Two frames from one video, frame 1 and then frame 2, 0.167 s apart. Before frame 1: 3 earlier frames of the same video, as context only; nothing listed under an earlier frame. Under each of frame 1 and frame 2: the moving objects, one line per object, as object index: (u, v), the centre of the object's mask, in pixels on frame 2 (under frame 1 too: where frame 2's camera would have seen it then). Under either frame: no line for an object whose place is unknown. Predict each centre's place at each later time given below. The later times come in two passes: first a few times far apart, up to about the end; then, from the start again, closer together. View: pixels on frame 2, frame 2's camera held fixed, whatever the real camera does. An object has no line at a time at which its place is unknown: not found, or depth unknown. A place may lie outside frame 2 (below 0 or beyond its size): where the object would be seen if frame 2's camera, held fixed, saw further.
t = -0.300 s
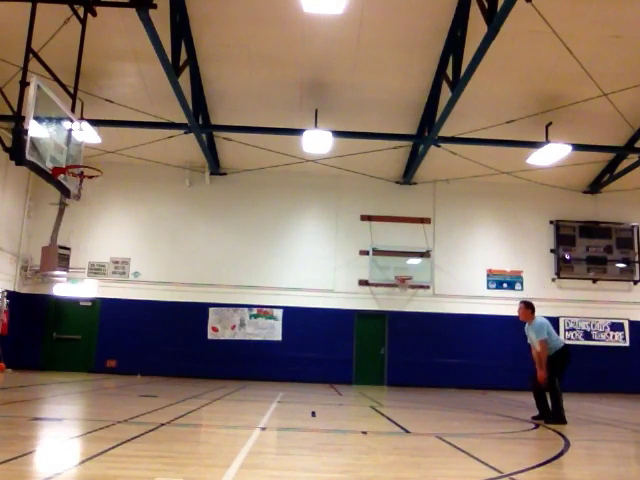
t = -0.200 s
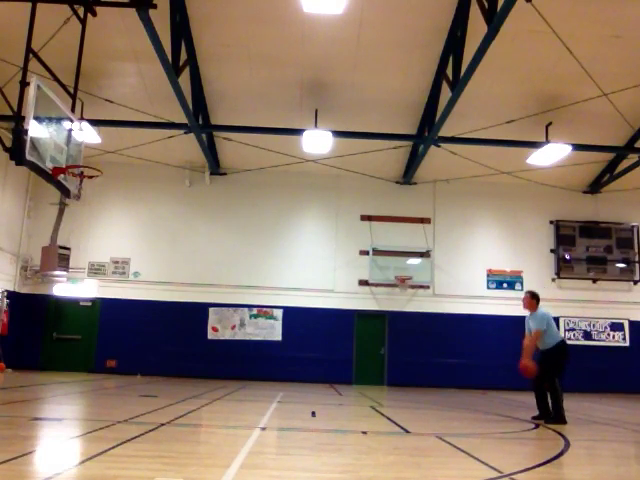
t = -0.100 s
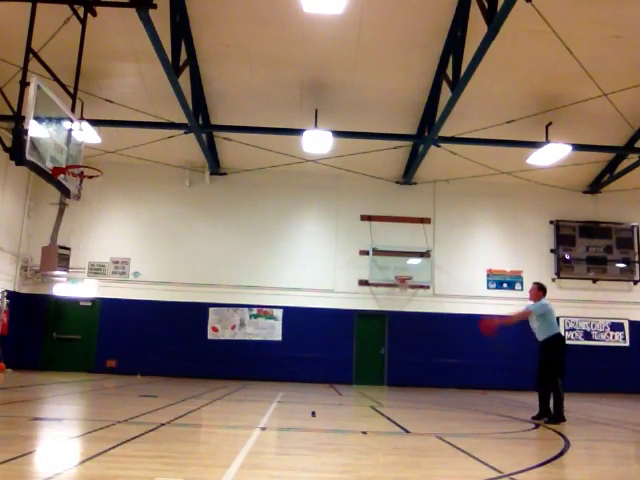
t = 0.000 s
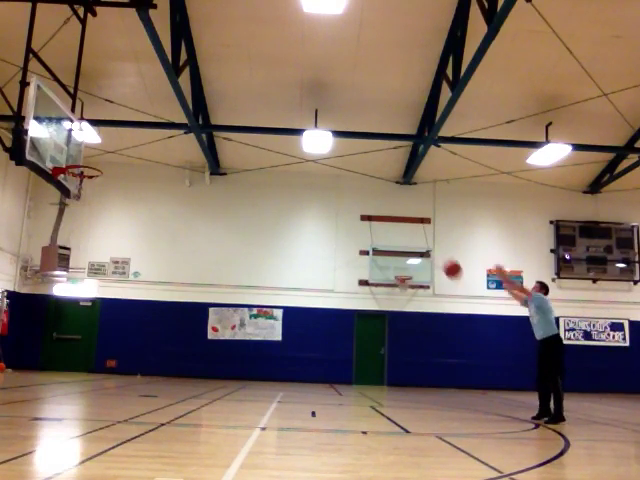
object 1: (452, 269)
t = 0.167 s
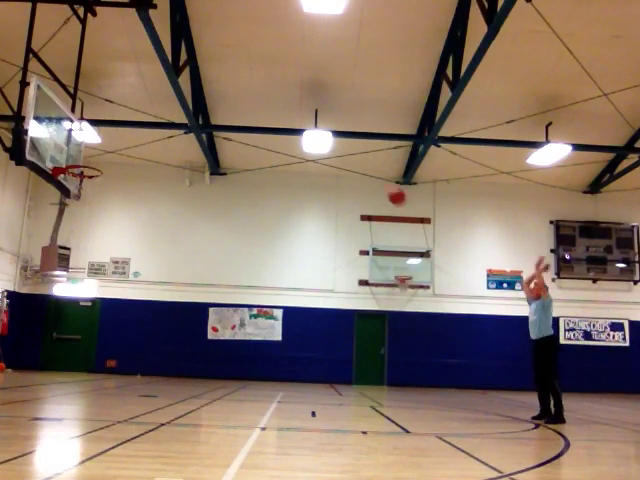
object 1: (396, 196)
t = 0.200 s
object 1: (385, 184)
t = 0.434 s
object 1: (312, 123)
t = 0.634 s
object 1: (253, 108)
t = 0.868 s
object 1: (183, 120)
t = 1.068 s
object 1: (119, 158)
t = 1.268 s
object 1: (135, 154)
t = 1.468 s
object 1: (170, 156)
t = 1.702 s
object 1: (206, 190)
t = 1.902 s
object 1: (231, 243)
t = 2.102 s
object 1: (255, 319)
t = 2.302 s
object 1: (276, 385)
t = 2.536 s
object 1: (295, 320)
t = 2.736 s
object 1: (309, 295)
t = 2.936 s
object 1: (320, 296)
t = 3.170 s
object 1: (332, 327)
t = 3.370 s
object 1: (341, 377)
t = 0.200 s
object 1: (385, 184)
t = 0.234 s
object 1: (375, 173)
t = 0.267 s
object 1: (364, 164)
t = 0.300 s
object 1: (354, 154)
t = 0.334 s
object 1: (343, 146)
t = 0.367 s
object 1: (335, 139)
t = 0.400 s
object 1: (324, 129)
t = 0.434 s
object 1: (312, 123)
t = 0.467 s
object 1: (303, 121)
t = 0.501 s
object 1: (293, 117)
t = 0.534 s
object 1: (283, 113)
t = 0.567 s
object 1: (273, 111)
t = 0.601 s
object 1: (263, 109)
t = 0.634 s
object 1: (253, 108)
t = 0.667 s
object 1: (243, 108)
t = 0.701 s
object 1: (233, 108)
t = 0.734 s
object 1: (223, 109)
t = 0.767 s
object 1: (213, 111)
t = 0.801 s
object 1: (202, 113)
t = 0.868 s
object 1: (183, 120)
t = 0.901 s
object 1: (171, 124)
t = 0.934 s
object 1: (161, 130)
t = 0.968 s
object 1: (150, 135)
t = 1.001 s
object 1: (140, 142)
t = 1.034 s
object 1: (129, 149)
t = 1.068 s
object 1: (119, 158)
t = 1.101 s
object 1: (109, 166)
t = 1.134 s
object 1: (109, 167)
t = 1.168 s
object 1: (116, 162)
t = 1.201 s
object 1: (122, 159)
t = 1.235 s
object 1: (129, 156)
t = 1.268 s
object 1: (135, 154)
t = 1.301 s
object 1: (141, 152)
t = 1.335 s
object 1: (147, 152)
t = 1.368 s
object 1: (153, 151)
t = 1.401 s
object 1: (159, 152)
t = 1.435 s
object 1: (164, 154)
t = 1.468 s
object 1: (170, 156)
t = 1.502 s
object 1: (175, 159)
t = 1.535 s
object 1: (180, 162)
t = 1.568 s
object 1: (185, 166)
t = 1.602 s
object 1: (191, 171)
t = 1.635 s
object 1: (196, 177)
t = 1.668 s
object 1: (200, 183)
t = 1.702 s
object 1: (206, 190)
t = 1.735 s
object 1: (210, 197)
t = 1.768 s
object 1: (214, 205)
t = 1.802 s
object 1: (219, 213)
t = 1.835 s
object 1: (223, 223)
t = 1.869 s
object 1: (227, 233)
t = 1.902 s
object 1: (231, 243)
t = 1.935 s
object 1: (236, 254)
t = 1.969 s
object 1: (240, 265)
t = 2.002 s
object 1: (244, 278)
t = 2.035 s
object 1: (247, 291)
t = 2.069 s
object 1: (252, 304)
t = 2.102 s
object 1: (255, 319)
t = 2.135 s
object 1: (259, 333)
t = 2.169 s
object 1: (263, 348)
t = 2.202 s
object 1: (266, 365)
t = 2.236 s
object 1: (269, 381)
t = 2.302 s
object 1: (276, 385)
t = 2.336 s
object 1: (279, 373)
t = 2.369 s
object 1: (281, 362)
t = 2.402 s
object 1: (284, 352)
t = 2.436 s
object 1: (287, 343)
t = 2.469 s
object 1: (289, 335)
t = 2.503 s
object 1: (292, 327)
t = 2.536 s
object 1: (295, 320)
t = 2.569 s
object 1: (297, 315)
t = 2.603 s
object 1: (299, 310)
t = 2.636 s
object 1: (302, 305)
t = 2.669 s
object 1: (304, 301)
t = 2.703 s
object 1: (306, 297)
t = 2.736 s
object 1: (309, 295)
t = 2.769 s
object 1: (311, 293)
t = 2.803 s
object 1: (313, 293)
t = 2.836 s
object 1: (315, 292)
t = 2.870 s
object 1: (317, 293)
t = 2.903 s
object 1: (318, 294)
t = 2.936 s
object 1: (320, 296)
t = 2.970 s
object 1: (322, 298)
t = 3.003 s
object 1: (324, 301)
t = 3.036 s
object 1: (326, 306)
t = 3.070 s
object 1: (327, 310)
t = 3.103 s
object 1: (329, 315)
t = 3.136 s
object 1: (331, 320)
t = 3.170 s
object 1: (332, 327)
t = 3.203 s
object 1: (334, 334)
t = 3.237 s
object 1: (336, 341)
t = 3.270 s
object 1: (337, 350)
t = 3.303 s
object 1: (338, 358)
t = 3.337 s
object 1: (340, 368)
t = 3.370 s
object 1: (341, 377)
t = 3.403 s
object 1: (342, 389)
